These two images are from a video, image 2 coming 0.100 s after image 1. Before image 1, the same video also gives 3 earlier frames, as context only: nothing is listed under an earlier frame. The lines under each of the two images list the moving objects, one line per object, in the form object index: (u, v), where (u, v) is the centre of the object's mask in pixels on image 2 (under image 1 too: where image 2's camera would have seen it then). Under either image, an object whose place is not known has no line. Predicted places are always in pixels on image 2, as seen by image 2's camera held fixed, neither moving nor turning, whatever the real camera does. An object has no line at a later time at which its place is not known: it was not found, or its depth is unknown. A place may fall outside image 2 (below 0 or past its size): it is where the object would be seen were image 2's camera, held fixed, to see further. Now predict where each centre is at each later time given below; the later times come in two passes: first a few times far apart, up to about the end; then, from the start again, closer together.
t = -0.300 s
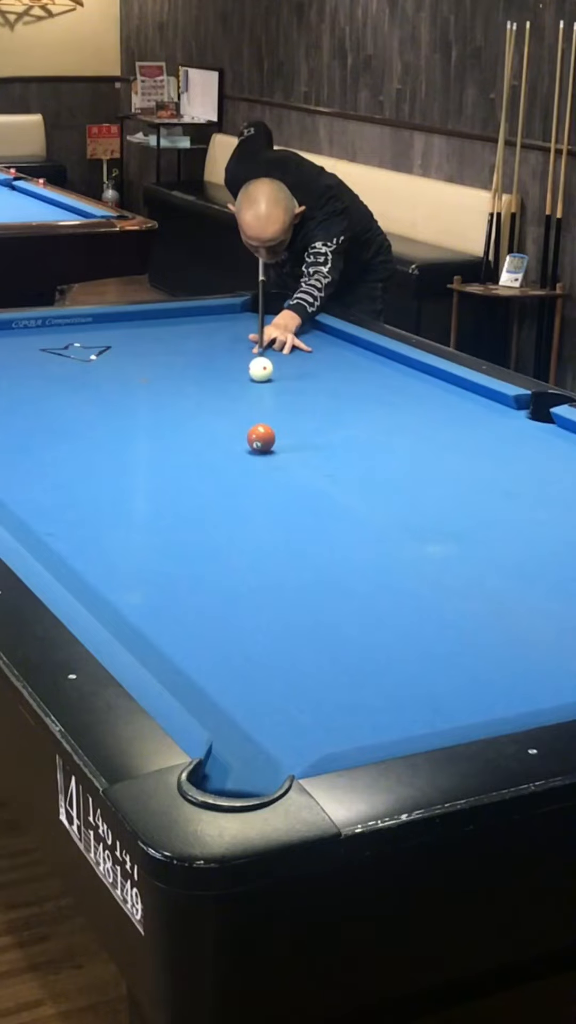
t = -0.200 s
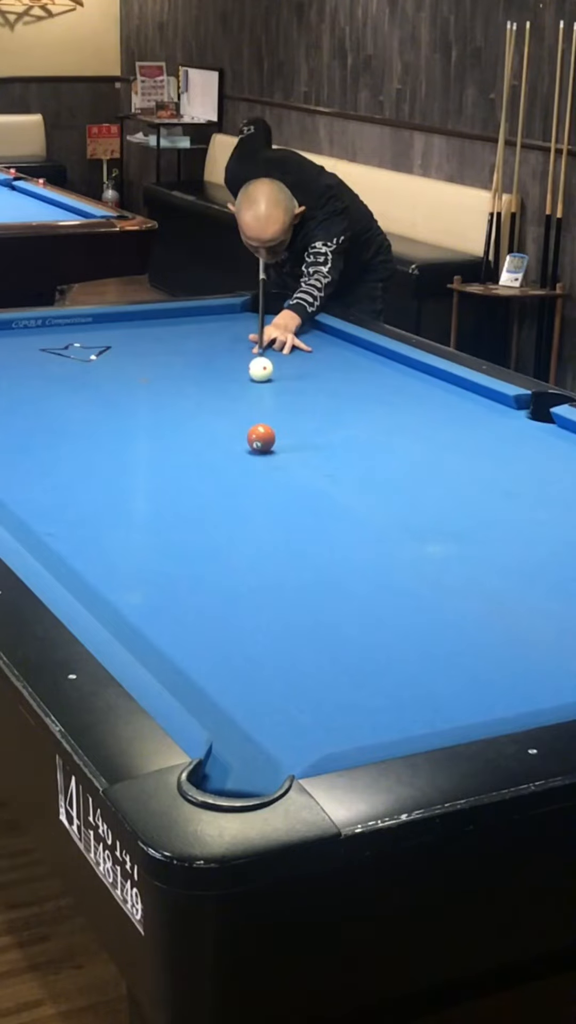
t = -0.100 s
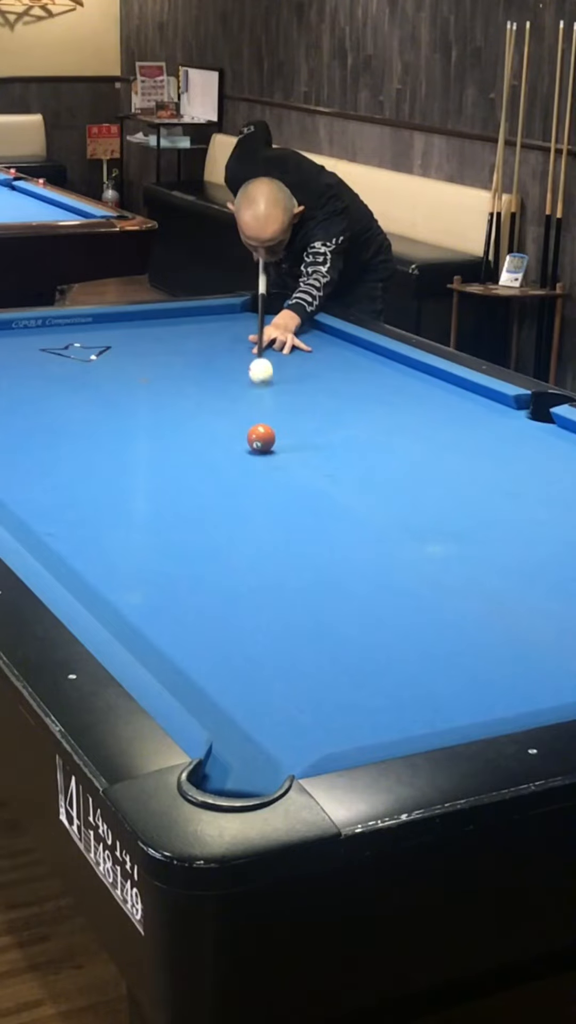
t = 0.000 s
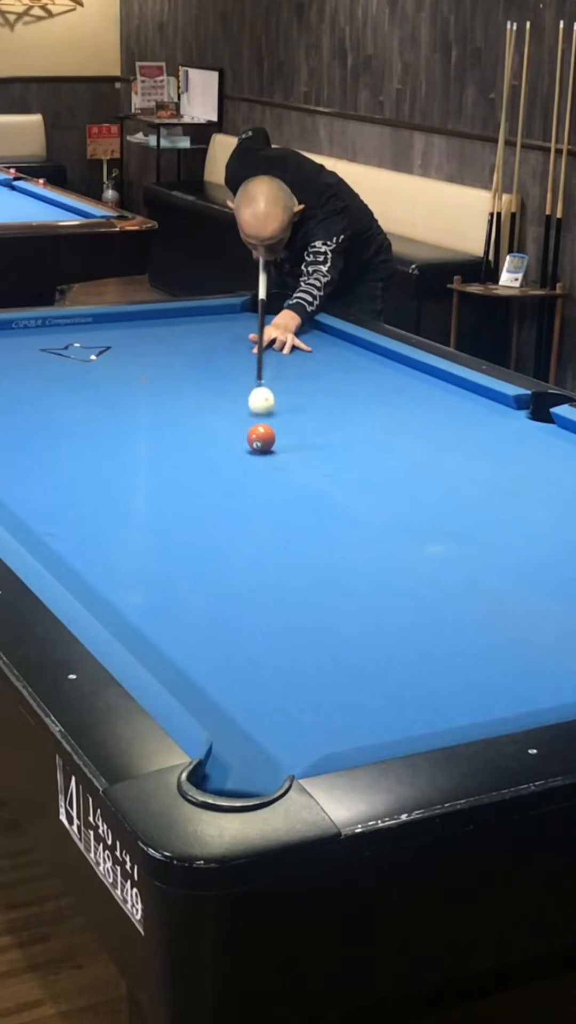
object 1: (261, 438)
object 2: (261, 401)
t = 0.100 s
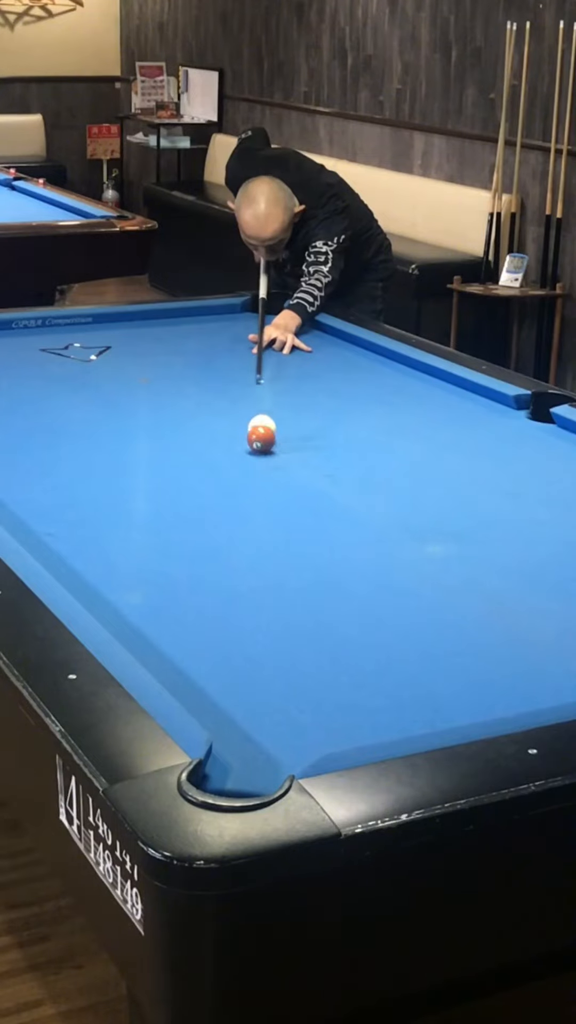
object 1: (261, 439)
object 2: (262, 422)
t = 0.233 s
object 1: (265, 473)
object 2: (259, 432)
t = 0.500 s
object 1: (274, 540)
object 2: (254, 435)
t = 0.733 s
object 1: (283, 613)
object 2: (249, 438)
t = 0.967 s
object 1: (295, 706)
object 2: (246, 440)
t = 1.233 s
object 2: (243, 441)
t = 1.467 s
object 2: (241, 442)
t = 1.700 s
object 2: (241, 442)
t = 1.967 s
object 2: (241, 442)
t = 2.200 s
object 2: (241, 442)
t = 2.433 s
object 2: (241, 442)
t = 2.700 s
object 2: (241, 442)
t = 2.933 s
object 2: (241, 442)
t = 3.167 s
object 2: (241, 442)
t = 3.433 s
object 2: (241, 442)
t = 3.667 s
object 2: (241, 442)
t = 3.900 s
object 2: (241, 442)
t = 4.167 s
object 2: (241, 442)
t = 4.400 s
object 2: (241, 442)
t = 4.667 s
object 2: (241, 442)
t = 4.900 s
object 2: (241, 442)
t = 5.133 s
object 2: (241, 442)
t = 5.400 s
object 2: (241, 442)
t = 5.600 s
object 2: (241, 442)
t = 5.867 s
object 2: (241, 442)
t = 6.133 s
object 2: (241, 442)
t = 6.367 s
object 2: (241, 442)
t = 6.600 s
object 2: (241, 442)
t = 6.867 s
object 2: (241, 442)
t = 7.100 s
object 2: (241, 442)
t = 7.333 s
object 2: (241, 442)
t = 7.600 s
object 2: (241, 442)
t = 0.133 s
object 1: (262, 446)
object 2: (260, 426)
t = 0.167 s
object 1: (263, 456)
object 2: (260, 430)
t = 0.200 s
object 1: (264, 465)
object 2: (259, 431)
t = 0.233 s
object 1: (265, 473)
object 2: (259, 432)
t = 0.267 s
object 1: (266, 481)
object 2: (258, 432)
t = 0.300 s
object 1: (267, 489)
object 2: (257, 433)
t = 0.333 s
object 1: (268, 497)
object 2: (257, 433)
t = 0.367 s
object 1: (269, 506)
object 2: (256, 434)
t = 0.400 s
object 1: (270, 514)
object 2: (255, 434)
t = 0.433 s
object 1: (271, 522)
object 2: (255, 435)
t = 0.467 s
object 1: (272, 531)
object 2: (254, 435)
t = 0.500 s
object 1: (274, 540)
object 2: (254, 435)
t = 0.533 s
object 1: (275, 549)
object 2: (253, 436)
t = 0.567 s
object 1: (276, 559)
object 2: (252, 436)
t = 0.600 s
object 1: (277, 569)
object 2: (252, 436)
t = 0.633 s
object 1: (279, 579)
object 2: (251, 437)
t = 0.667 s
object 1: (280, 590)
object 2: (250, 437)
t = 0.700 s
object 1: (282, 602)
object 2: (250, 438)
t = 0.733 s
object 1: (283, 613)
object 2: (249, 438)
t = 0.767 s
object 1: (284, 625)
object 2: (249, 438)
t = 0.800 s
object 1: (286, 637)
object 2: (248, 438)
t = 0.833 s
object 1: (288, 650)
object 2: (248, 439)
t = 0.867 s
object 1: (289, 663)
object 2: (247, 439)
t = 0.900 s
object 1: (291, 677)
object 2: (247, 439)
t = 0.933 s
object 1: (293, 691)
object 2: (246, 439)
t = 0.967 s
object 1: (295, 706)
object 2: (246, 440)
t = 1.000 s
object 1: (297, 722)
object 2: (246, 440)
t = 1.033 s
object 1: (299, 738)
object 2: (245, 440)
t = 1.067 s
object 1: (298, 750)
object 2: (245, 440)
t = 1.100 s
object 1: (276, 759)
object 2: (244, 440)
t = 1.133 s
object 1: (256, 764)
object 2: (244, 441)
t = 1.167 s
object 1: (236, 769)
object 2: (244, 441)
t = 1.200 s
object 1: (228, 775)
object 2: (244, 441)
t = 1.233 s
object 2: (243, 441)
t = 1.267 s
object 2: (243, 441)
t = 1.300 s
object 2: (242, 441)
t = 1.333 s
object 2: (242, 442)
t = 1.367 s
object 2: (242, 442)
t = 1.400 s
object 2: (242, 442)
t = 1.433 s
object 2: (242, 442)
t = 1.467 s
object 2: (241, 442)
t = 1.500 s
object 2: (241, 442)
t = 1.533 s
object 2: (241, 442)
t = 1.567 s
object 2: (241, 442)
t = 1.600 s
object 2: (241, 442)
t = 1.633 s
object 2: (241, 442)
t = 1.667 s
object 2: (241, 442)
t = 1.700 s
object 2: (241, 442)
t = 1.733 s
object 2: (241, 442)
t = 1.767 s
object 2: (241, 442)
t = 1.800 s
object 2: (241, 442)
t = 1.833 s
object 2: (241, 442)
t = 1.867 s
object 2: (241, 442)
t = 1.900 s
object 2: (241, 442)
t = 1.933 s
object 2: (241, 442)
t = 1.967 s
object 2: (241, 442)
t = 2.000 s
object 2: (241, 442)
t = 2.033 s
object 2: (241, 442)
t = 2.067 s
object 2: (241, 442)
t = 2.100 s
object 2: (241, 442)
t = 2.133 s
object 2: (241, 442)
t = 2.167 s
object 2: (241, 442)
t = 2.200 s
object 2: (241, 442)
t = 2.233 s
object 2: (241, 442)
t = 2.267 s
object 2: (241, 442)
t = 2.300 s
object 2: (241, 442)
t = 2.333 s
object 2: (241, 442)
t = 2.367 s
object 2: (241, 442)
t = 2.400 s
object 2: (241, 442)
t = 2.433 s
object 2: (241, 442)
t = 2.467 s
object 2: (241, 442)
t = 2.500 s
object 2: (241, 442)
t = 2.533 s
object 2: (241, 442)
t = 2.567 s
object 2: (241, 442)
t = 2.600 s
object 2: (241, 442)
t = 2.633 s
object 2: (241, 442)
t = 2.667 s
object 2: (241, 442)
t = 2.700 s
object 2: (241, 442)
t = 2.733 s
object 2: (241, 442)
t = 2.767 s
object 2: (241, 442)
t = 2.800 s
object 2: (241, 442)
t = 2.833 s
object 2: (241, 442)
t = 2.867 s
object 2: (241, 442)
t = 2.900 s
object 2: (241, 442)
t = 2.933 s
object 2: (241, 442)
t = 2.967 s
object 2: (241, 442)
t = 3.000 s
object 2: (241, 442)
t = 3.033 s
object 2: (241, 442)
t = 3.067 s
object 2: (241, 442)
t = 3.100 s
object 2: (241, 442)
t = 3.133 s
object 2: (241, 442)
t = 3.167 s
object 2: (241, 442)
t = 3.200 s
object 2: (241, 442)
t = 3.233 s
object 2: (241, 442)
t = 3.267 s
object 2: (241, 442)
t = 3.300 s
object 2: (241, 442)
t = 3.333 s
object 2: (241, 442)
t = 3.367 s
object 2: (241, 442)
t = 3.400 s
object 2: (241, 442)
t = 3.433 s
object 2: (241, 442)
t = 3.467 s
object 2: (241, 442)
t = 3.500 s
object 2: (241, 442)
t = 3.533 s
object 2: (241, 442)
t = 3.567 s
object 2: (241, 442)
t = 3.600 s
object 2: (241, 442)
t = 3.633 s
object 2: (241, 442)
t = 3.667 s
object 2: (241, 442)
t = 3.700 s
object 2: (241, 442)
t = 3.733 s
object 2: (241, 442)
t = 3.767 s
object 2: (241, 442)
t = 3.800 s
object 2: (241, 442)
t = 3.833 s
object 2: (241, 442)
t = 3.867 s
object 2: (241, 442)
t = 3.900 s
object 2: (241, 442)
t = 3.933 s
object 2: (241, 442)
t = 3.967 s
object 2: (241, 442)
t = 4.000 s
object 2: (241, 442)
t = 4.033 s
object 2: (241, 442)
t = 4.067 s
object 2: (241, 442)
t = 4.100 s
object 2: (241, 442)
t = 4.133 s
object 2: (241, 442)
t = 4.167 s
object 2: (241, 442)
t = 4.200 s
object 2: (241, 442)
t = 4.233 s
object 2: (241, 442)
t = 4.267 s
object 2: (241, 442)
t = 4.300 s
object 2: (241, 442)
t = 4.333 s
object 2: (241, 442)
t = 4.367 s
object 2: (241, 442)
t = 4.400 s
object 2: (241, 442)
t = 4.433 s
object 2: (241, 442)
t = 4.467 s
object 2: (241, 442)
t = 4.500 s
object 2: (241, 442)
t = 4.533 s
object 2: (241, 442)
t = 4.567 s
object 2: (241, 442)
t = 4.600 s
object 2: (241, 442)
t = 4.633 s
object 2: (241, 442)
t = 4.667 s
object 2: (241, 442)
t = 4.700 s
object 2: (241, 442)
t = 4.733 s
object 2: (241, 442)
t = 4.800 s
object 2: (241, 442)
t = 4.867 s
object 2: (241, 442)
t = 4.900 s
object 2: (241, 442)
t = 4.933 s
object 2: (241, 442)
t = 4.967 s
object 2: (241, 442)
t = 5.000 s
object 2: (241, 442)
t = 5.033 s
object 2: (241, 442)
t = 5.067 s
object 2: (241, 442)
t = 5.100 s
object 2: (241, 442)
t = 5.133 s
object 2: (241, 442)
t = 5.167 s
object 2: (241, 442)
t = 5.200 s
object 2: (241, 442)
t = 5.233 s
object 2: (241, 442)
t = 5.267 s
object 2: (241, 442)
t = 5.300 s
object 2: (241, 442)
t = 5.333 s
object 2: (241, 442)
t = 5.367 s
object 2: (241, 442)
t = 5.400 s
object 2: (241, 442)
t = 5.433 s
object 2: (241, 442)
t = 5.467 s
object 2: (241, 442)
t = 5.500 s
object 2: (241, 442)
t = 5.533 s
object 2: (241, 442)
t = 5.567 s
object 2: (241, 442)
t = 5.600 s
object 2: (241, 442)
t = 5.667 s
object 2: (241, 442)
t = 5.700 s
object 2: (241, 442)
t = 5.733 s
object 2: (241, 442)
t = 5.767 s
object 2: (241, 442)
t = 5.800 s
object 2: (241, 442)
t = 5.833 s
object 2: (241, 442)
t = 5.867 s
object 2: (241, 442)
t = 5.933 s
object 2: (241, 442)
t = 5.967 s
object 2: (241, 442)
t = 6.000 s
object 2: (241, 442)
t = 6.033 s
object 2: (241, 442)
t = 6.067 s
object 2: (241, 442)
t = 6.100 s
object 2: (241, 442)
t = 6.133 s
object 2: (241, 442)
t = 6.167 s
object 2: (241, 442)
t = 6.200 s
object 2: (241, 442)
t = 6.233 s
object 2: (241, 442)
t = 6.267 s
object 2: (241, 442)
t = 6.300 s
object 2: (241, 442)
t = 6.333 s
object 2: (241, 442)
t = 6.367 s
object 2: (241, 442)
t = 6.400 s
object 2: (241, 442)
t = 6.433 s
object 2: (241, 442)
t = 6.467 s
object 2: (241, 442)
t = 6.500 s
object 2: (241, 442)
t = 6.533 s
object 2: (241, 442)
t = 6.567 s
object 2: (241, 442)
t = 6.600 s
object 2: (241, 442)
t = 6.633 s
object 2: (241, 442)
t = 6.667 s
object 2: (241, 442)
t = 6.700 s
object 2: (241, 442)
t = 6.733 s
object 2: (241, 442)
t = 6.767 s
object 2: (241, 442)
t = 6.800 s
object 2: (241, 442)
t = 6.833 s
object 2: (241, 442)
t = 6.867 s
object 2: (241, 442)
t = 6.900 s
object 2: (241, 442)
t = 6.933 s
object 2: (241, 442)
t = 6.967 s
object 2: (241, 442)
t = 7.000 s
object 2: (241, 442)
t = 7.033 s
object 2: (241, 442)
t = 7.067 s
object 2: (241, 442)
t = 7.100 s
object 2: (241, 442)
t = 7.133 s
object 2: (241, 442)
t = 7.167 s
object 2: (241, 442)
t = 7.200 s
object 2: (241, 442)
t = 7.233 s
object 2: (241, 442)
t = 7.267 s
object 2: (241, 442)
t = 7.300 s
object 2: (241, 442)
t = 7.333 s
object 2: (241, 442)
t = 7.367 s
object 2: (241, 442)
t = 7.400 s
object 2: (241, 442)
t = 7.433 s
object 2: (241, 442)
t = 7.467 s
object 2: (241, 442)
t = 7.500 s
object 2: (241, 442)
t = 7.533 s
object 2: (241, 442)
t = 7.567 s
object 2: (241, 442)
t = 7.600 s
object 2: (241, 442)
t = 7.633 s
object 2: (241, 442)
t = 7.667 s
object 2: (241, 442)
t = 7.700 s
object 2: (241, 442)
